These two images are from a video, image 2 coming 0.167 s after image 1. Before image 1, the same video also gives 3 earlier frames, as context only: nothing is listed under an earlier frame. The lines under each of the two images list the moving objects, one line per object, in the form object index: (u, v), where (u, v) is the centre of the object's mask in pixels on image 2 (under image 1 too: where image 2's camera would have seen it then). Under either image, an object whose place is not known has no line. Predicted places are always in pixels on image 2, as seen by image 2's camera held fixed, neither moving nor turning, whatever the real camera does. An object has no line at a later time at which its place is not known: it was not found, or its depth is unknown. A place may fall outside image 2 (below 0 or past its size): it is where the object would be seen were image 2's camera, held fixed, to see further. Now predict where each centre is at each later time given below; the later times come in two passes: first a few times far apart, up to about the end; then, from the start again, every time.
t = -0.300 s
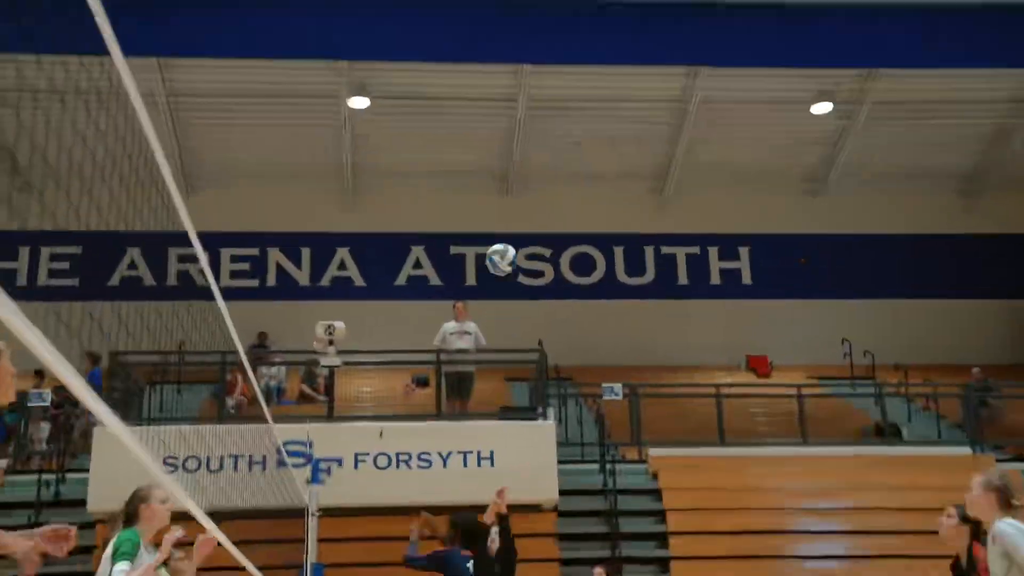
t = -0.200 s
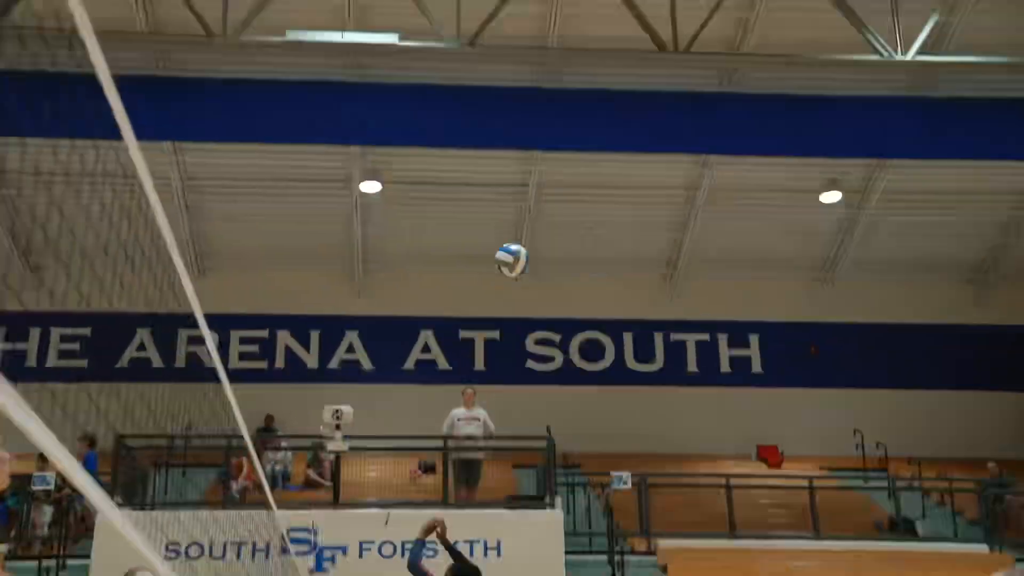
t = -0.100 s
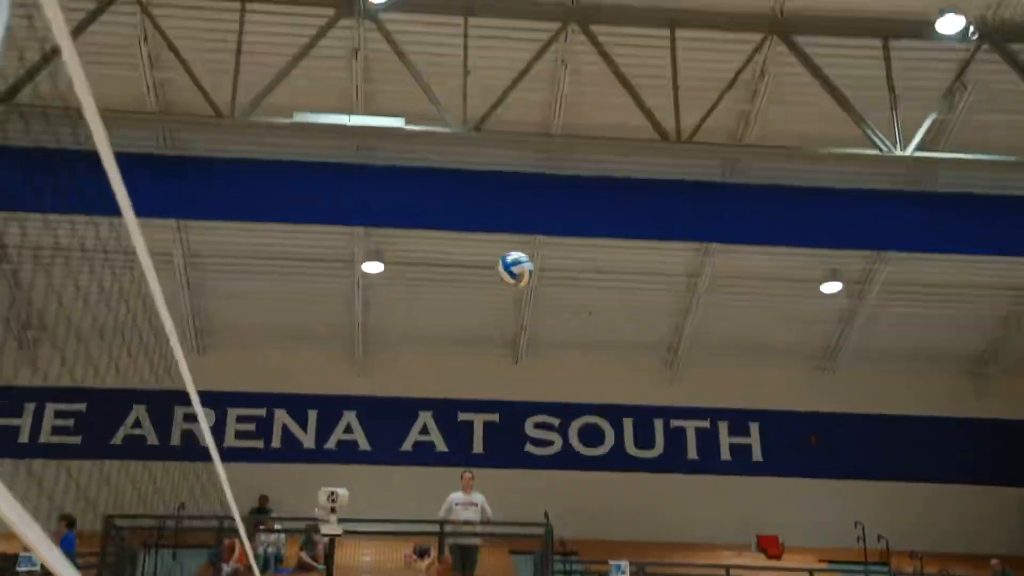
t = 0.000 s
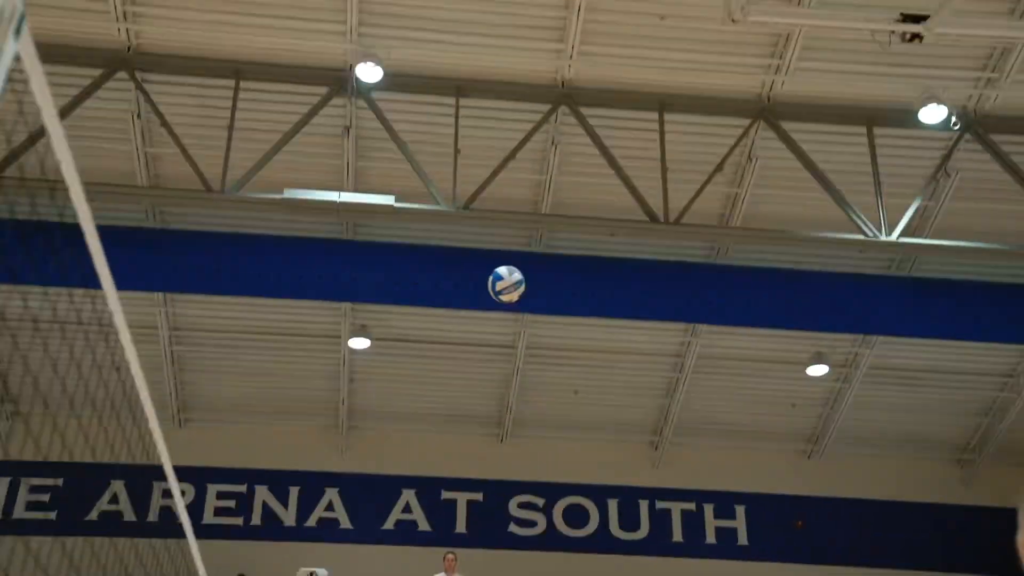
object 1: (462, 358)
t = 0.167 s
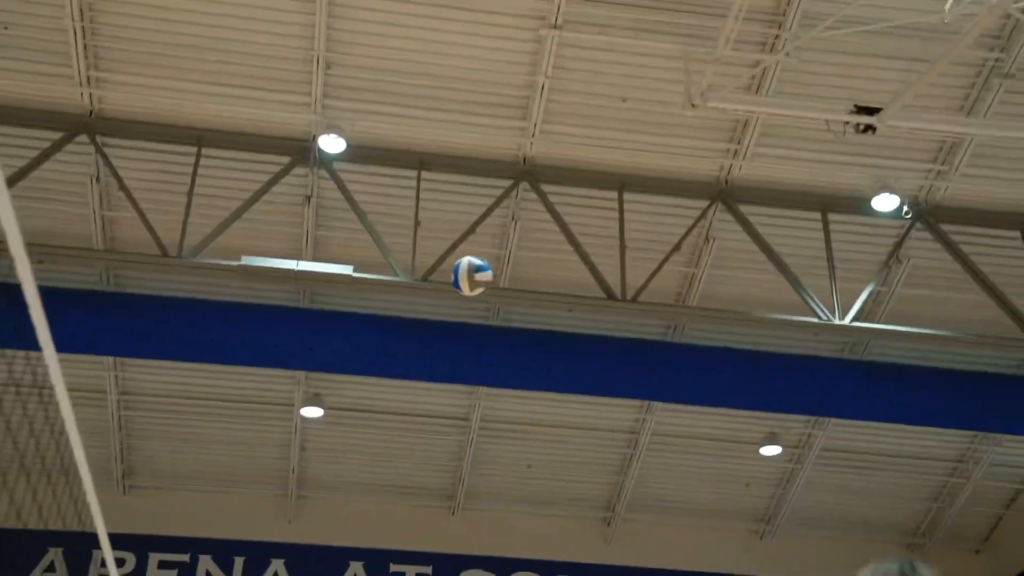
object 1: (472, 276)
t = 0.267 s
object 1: (477, 242)
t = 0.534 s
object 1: (493, 221)
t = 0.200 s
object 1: (474, 263)
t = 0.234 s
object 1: (475, 251)
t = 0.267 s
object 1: (477, 242)
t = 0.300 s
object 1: (479, 233)
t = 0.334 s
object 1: (480, 226)
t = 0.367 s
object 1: (482, 220)
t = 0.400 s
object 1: (485, 216)
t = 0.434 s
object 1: (486, 214)
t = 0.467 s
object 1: (488, 214)
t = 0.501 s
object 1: (491, 216)
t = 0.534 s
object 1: (493, 221)
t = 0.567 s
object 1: (496, 229)
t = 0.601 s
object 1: (500, 239)
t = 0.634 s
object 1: (502, 254)
